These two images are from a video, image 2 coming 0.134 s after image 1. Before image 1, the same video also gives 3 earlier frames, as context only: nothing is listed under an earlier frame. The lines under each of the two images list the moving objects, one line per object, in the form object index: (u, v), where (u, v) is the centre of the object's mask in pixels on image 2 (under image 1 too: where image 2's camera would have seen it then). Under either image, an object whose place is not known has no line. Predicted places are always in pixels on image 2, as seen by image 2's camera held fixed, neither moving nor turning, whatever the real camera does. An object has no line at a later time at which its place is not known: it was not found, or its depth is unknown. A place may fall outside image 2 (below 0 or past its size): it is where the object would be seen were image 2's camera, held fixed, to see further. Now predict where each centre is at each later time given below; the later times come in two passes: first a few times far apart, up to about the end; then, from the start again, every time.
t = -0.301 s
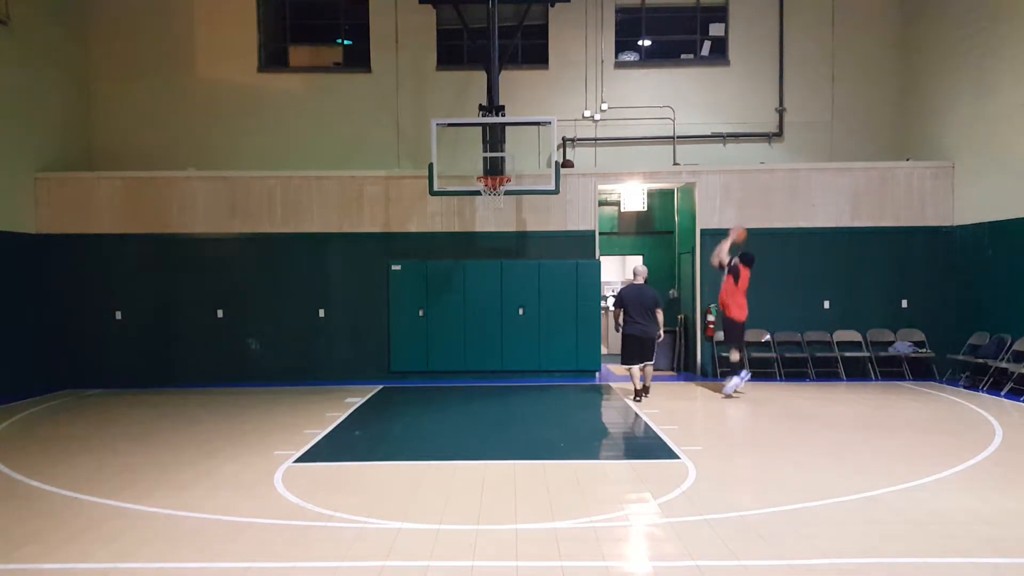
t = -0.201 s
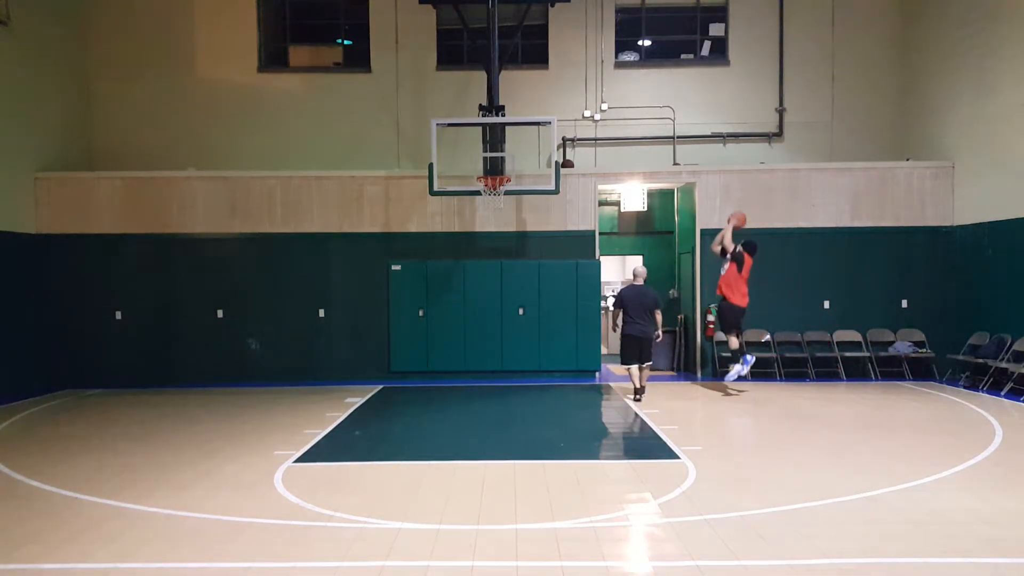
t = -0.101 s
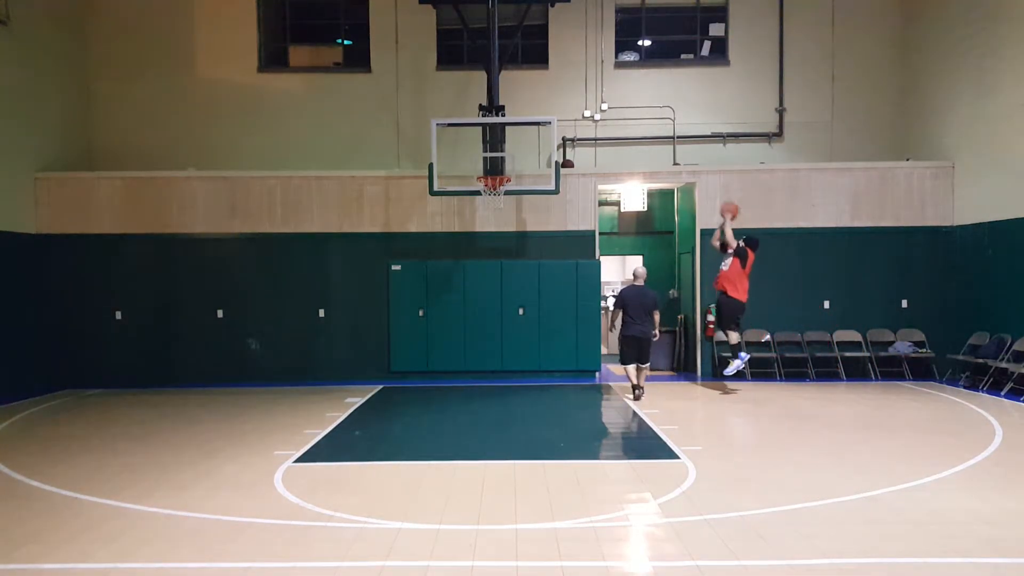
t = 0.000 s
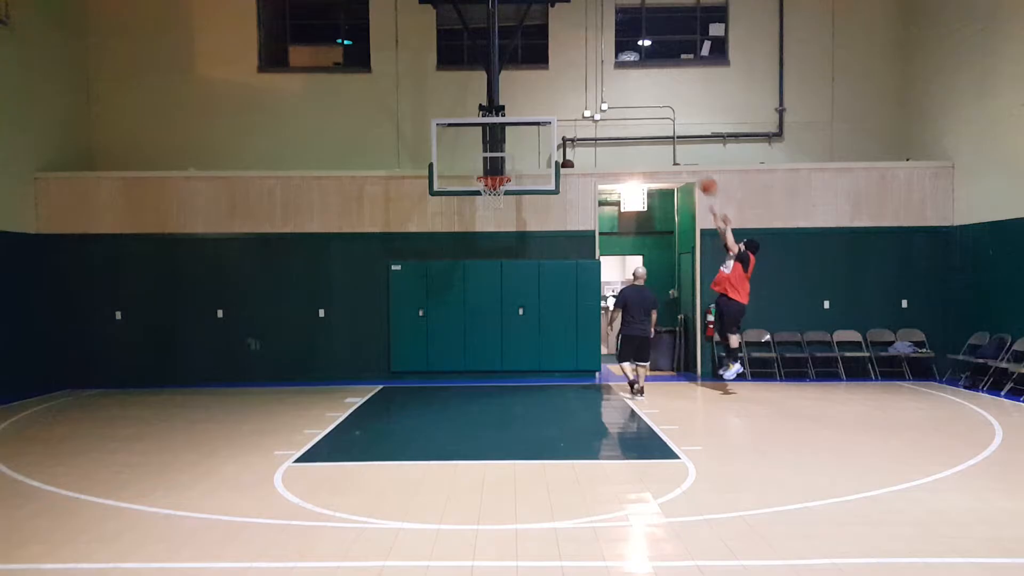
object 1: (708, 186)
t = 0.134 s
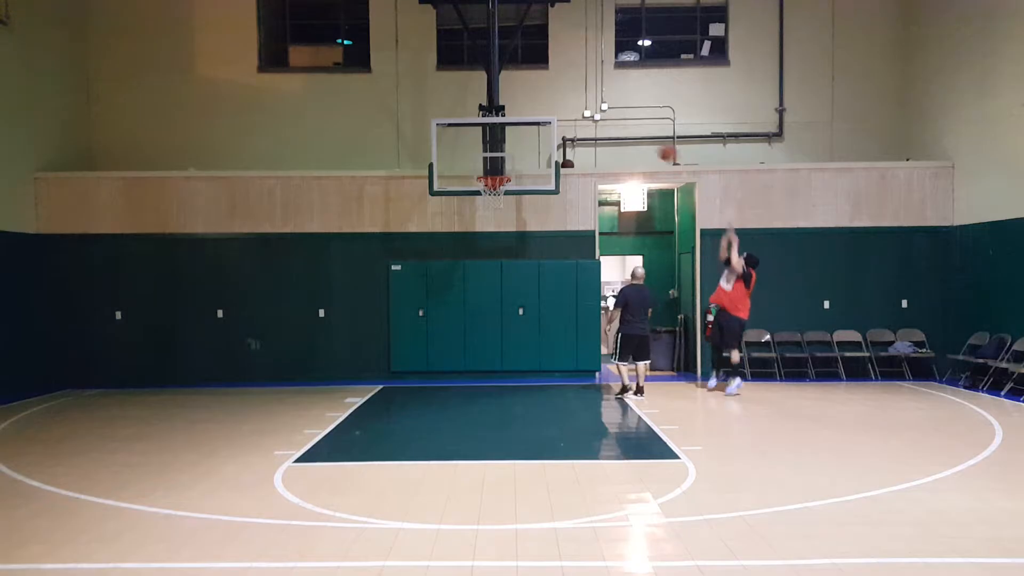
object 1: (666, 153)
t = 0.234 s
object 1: (638, 137)
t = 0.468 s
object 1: (571, 127)
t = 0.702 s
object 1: (507, 154)
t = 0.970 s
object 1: (509, 148)
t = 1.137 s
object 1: (532, 142)
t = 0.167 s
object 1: (657, 146)
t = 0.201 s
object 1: (648, 141)
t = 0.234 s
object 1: (638, 137)
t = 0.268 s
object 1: (627, 132)
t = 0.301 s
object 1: (617, 129)
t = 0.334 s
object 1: (608, 128)
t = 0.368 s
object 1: (598, 126)
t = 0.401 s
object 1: (588, 126)
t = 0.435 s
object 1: (579, 126)
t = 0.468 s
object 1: (571, 127)
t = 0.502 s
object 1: (561, 129)
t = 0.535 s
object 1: (552, 131)
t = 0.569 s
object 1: (542, 135)
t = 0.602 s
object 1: (533, 139)
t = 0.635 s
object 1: (524, 143)
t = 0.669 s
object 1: (516, 149)
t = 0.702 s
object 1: (507, 154)
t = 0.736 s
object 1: (497, 162)
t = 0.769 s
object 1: (492, 169)
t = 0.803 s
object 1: (487, 170)
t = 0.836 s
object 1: (491, 165)
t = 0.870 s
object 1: (495, 161)
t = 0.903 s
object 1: (499, 157)
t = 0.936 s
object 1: (504, 152)
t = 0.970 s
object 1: (509, 148)
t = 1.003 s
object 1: (513, 145)
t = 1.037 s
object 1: (517, 143)
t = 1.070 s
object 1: (522, 142)
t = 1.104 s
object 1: (527, 142)
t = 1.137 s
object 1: (532, 142)
